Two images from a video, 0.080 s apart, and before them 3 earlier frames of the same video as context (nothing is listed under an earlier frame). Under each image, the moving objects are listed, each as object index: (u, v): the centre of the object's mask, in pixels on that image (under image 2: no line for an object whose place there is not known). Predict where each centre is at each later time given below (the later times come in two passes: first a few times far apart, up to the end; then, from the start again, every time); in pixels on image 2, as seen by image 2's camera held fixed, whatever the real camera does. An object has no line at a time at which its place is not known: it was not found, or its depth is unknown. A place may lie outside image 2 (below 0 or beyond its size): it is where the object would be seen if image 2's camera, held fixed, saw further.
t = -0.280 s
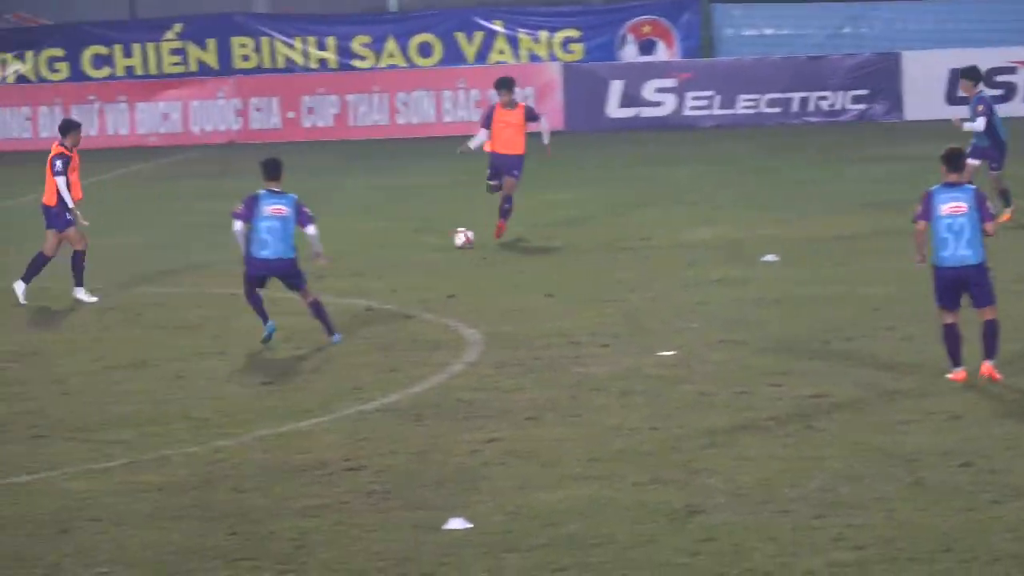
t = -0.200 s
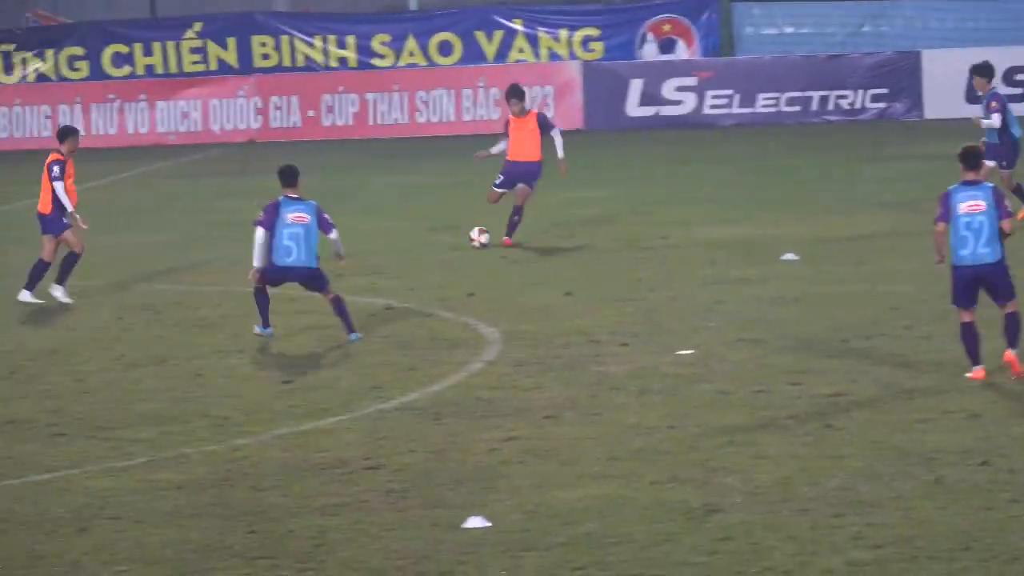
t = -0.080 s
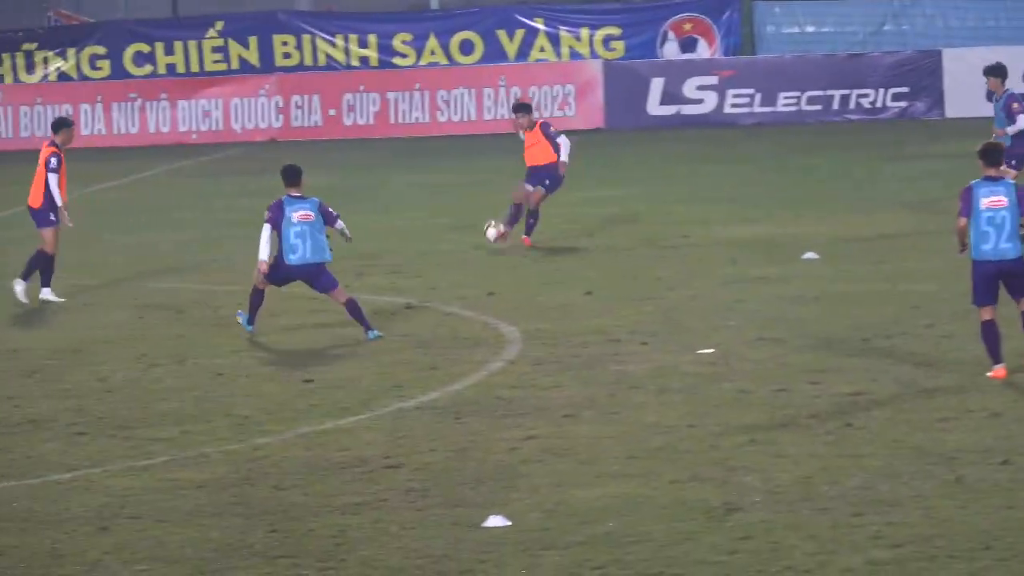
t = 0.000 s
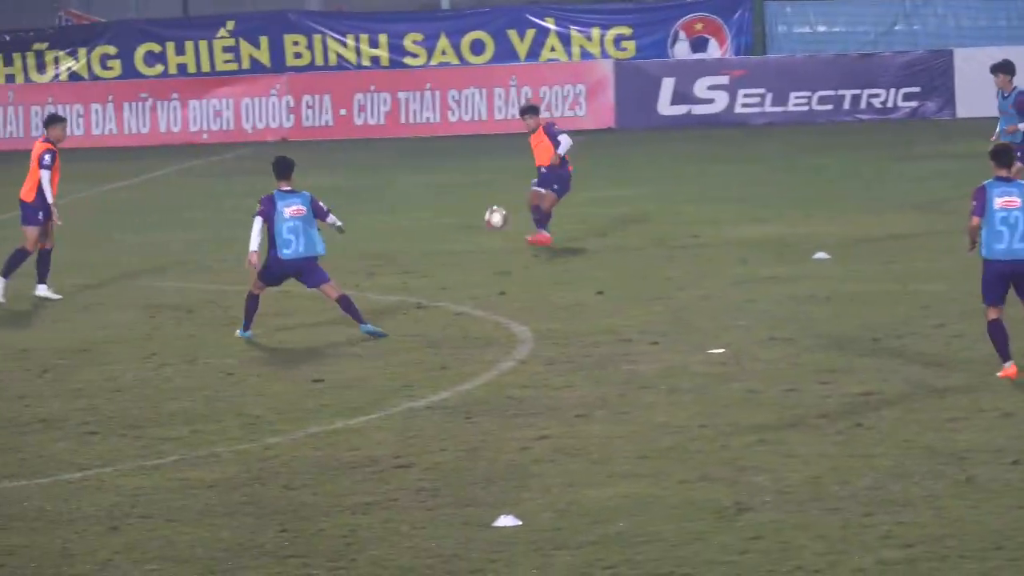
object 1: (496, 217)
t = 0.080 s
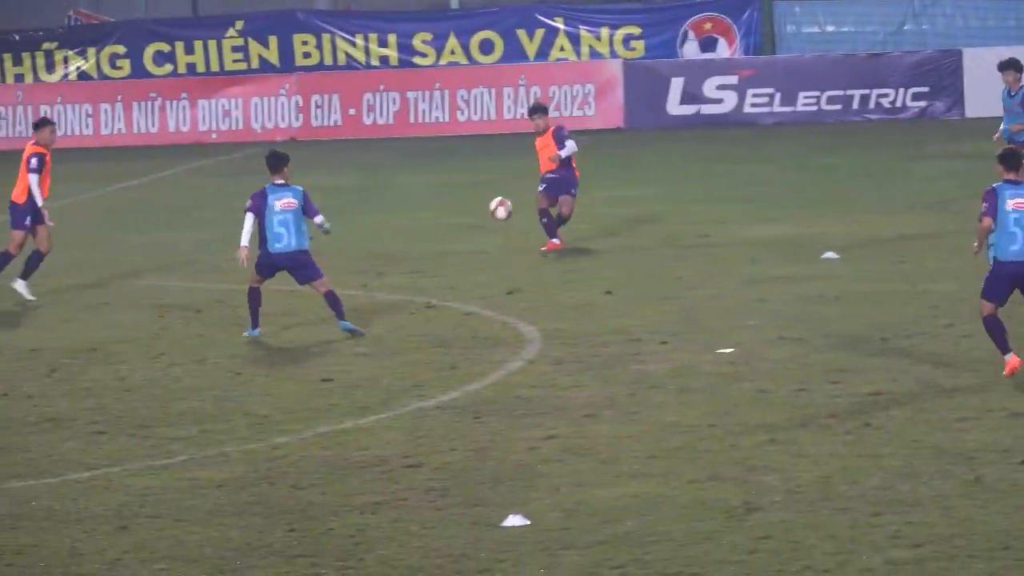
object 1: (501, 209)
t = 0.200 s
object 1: (504, 208)
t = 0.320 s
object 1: (517, 226)
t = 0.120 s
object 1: (501, 207)
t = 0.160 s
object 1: (501, 206)
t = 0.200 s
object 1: (504, 208)
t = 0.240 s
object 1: (507, 212)
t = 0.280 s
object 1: (512, 218)
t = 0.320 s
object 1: (517, 226)
